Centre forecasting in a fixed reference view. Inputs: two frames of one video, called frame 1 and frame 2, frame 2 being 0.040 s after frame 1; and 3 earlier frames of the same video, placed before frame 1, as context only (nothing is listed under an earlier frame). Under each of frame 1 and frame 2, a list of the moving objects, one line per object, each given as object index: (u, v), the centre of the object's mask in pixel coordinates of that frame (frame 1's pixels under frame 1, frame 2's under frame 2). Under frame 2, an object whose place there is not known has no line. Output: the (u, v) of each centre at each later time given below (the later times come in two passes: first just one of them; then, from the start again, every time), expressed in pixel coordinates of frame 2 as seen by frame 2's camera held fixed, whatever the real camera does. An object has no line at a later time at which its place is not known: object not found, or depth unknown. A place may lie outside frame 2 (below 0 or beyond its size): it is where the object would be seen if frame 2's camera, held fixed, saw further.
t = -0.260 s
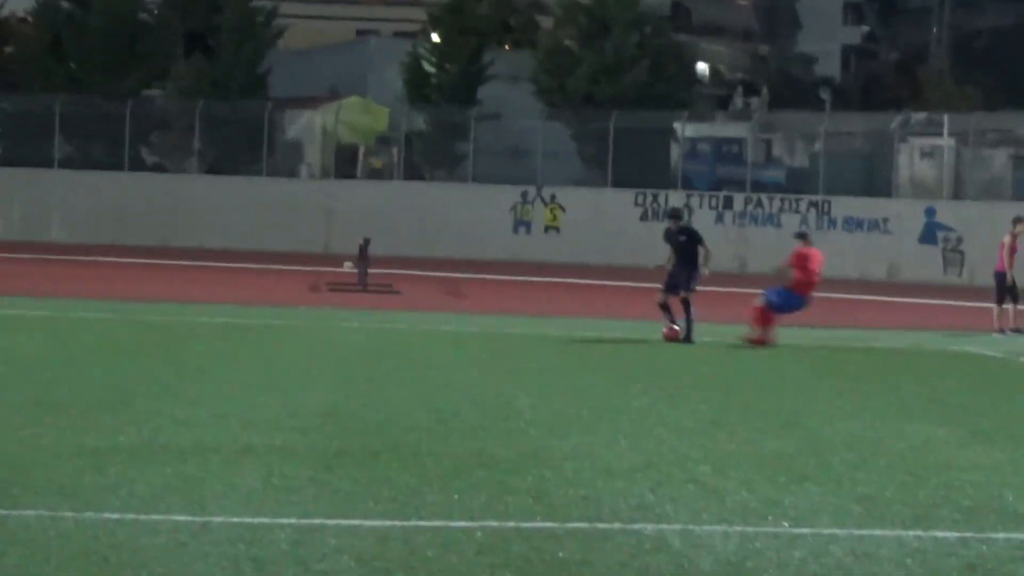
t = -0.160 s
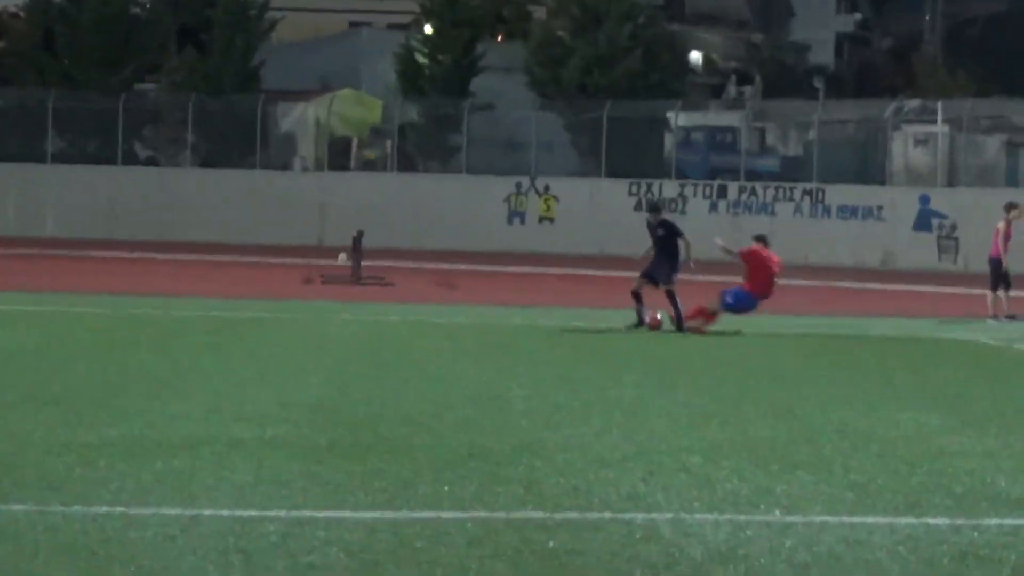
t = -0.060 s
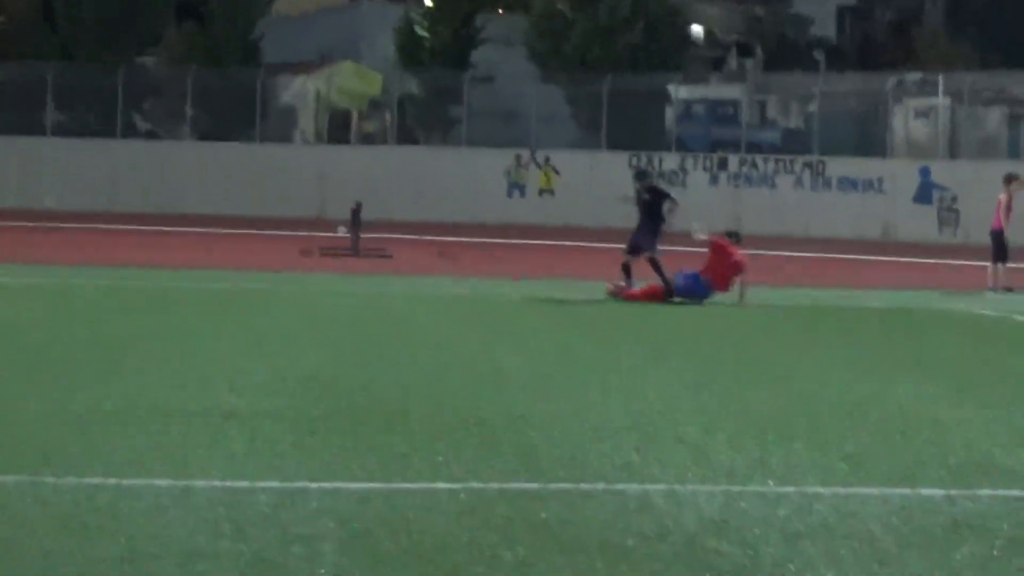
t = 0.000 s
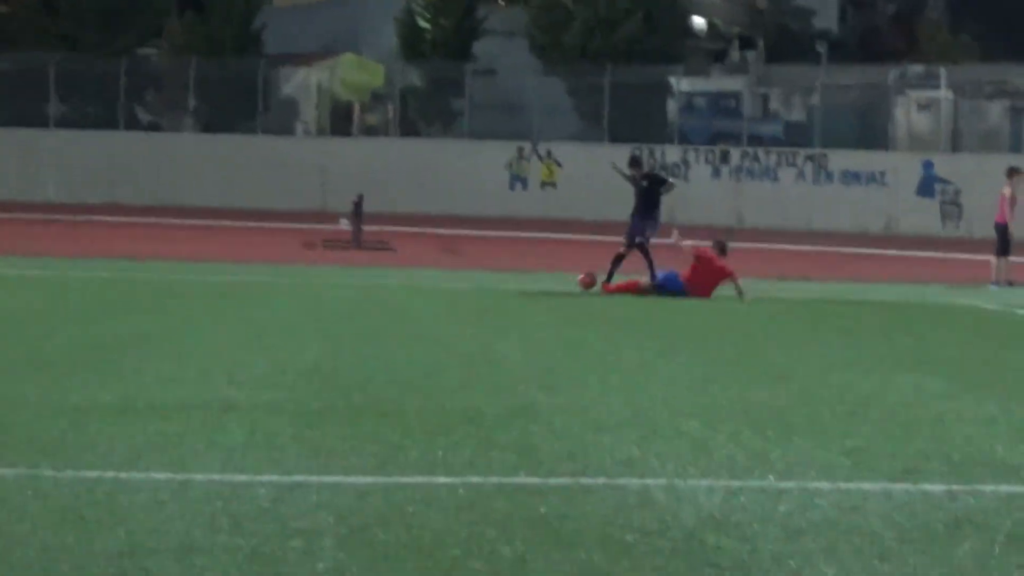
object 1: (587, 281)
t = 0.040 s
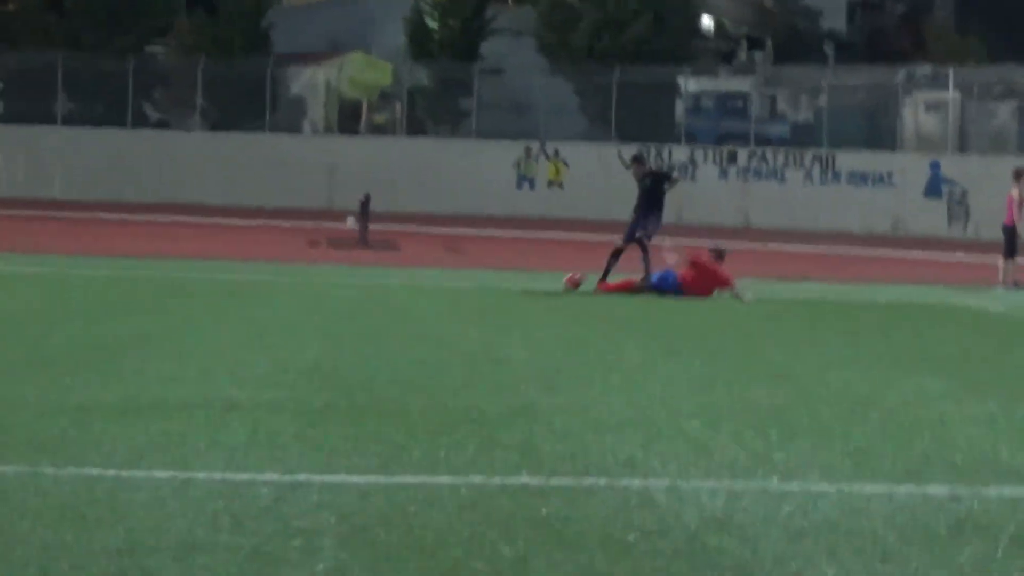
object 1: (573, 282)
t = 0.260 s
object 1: (484, 277)
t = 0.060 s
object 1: (564, 282)
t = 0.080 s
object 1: (553, 283)
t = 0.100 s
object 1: (544, 283)
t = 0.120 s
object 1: (536, 282)
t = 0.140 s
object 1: (529, 282)
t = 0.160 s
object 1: (520, 281)
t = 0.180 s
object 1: (513, 279)
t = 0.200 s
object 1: (506, 279)
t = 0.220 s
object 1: (499, 278)
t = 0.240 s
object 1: (491, 278)
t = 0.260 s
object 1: (484, 277)
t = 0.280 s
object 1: (476, 278)
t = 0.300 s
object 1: (468, 278)
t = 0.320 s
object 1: (461, 278)
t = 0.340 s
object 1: (456, 277)
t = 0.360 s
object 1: (449, 275)
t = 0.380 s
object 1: (444, 274)
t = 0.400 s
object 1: (437, 273)
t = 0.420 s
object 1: (431, 273)
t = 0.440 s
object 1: (425, 273)
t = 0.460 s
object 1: (419, 273)
